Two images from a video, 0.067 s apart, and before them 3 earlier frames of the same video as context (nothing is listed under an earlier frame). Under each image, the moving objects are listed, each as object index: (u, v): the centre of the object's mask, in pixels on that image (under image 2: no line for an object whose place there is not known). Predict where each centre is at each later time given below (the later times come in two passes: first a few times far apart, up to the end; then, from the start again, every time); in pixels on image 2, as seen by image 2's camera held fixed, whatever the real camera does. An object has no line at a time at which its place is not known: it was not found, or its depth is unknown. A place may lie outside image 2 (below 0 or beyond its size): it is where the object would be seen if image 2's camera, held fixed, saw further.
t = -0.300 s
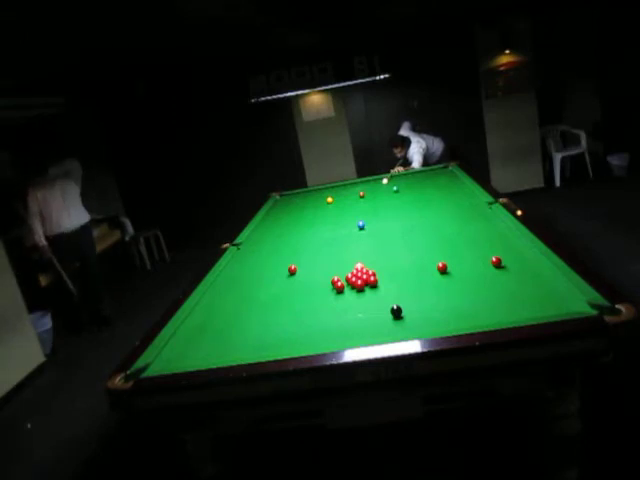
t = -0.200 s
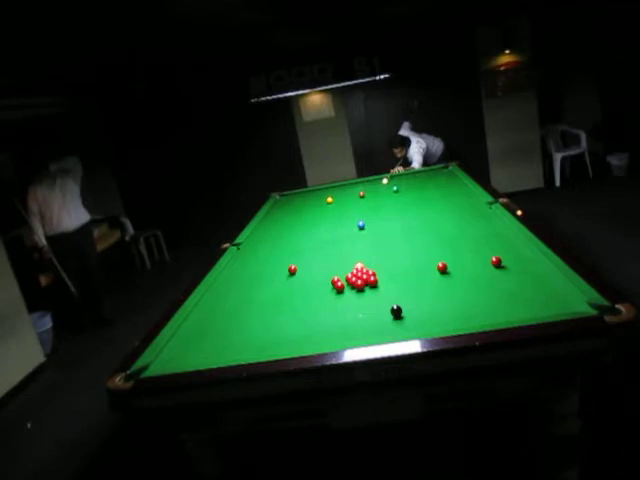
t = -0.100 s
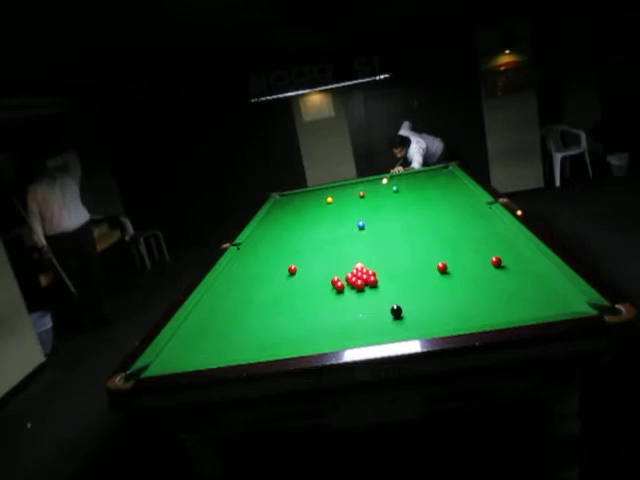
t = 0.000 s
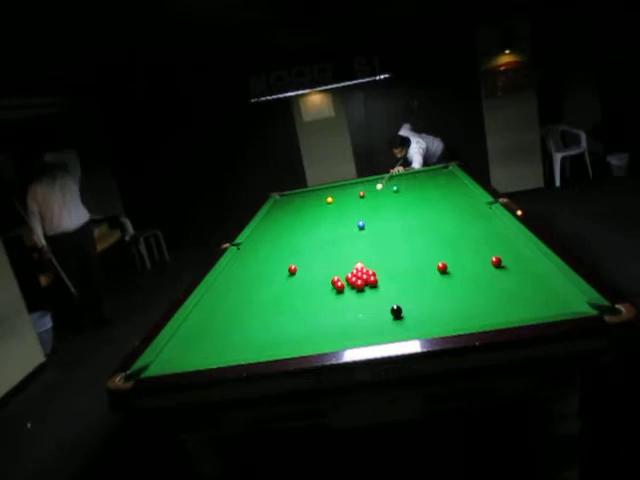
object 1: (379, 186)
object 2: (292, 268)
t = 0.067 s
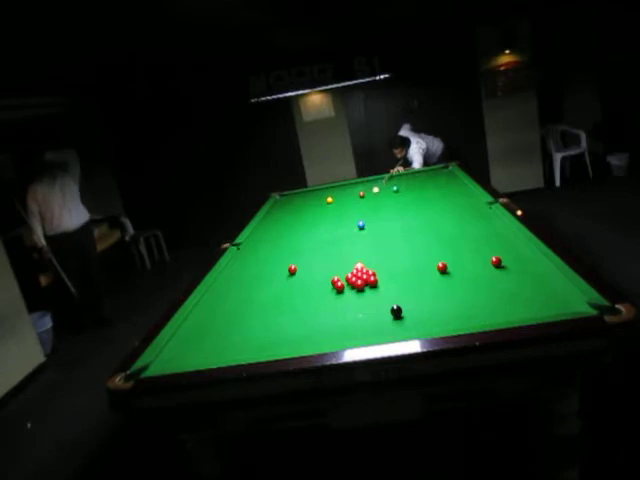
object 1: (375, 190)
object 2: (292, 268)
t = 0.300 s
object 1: (363, 202)
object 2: (292, 268)
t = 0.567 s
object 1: (346, 218)
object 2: (292, 268)
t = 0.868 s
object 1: (322, 241)
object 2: (292, 268)
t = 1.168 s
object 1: (298, 266)
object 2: (286, 273)
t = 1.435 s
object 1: (298, 273)
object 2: (253, 298)
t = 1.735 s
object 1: (297, 281)
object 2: (214, 327)
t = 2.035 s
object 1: (295, 291)
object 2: (167, 360)
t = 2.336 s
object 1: (293, 300)
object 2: (179, 355)
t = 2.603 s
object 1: (291, 308)
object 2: (216, 346)
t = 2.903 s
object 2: (254, 336)
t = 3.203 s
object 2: (284, 331)
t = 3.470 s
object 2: (299, 336)
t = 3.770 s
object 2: (314, 340)
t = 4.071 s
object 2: (328, 340)
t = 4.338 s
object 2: (337, 336)
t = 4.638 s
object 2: (346, 333)
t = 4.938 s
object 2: (353, 329)
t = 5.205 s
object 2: (358, 326)
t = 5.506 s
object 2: (362, 324)
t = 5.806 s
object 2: (364, 323)
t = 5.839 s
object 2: (364, 323)
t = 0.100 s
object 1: (374, 191)
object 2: (292, 268)
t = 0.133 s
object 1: (372, 193)
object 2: (292, 268)
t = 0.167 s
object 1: (371, 194)
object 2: (292, 268)
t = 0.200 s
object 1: (369, 196)
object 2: (292, 268)
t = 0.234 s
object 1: (367, 198)
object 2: (292, 268)
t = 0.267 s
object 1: (365, 200)
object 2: (292, 268)
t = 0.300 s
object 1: (363, 202)
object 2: (292, 268)
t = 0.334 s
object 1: (361, 204)
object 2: (292, 268)
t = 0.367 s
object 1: (359, 206)
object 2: (292, 268)
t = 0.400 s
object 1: (357, 207)
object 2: (292, 268)
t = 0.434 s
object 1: (355, 209)
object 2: (292, 268)
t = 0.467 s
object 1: (353, 212)
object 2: (292, 268)
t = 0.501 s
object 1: (350, 214)
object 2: (292, 268)
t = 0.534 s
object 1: (348, 216)
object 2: (292, 268)
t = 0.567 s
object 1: (346, 218)
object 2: (292, 268)
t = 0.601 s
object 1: (344, 221)
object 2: (292, 268)
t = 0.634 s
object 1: (341, 223)
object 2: (292, 268)
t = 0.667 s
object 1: (339, 225)
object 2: (292, 268)
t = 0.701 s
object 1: (336, 228)
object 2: (292, 268)
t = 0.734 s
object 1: (333, 230)
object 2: (292, 268)
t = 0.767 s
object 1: (331, 233)
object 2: (292, 268)
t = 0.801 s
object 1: (328, 236)
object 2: (292, 268)
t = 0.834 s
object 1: (325, 238)
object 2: (292, 268)
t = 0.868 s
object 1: (322, 241)
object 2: (292, 268)
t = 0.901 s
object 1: (319, 245)
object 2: (292, 268)
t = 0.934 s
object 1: (316, 247)
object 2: (292, 268)
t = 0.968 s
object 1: (313, 250)
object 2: (292, 268)
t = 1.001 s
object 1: (309, 254)
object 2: (292, 268)
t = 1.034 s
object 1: (306, 257)
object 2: (292, 268)
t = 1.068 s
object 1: (303, 260)
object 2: (292, 268)
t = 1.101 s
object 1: (299, 263)
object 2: (291, 269)
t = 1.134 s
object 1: (297, 266)
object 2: (290, 270)
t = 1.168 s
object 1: (298, 266)
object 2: (286, 273)
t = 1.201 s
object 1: (298, 267)
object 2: (281, 277)
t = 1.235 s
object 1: (299, 267)
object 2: (276, 280)
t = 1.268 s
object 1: (299, 268)
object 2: (272, 283)
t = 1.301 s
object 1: (299, 269)
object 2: (268, 286)
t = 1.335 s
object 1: (298, 270)
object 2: (265, 289)
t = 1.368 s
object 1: (298, 271)
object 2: (261, 292)
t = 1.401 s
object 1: (298, 272)
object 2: (257, 295)
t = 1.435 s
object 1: (298, 273)
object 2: (253, 298)
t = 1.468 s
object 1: (298, 274)
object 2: (249, 301)
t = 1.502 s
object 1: (298, 275)
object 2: (245, 304)
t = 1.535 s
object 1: (298, 275)
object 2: (241, 307)
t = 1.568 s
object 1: (297, 276)
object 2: (236, 310)
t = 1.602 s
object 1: (297, 277)
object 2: (232, 313)
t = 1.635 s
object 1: (297, 278)
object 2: (228, 317)
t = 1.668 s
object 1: (297, 279)
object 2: (223, 320)
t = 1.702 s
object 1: (297, 280)
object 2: (218, 323)
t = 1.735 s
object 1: (297, 281)
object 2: (214, 327)
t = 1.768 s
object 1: (296, 282)
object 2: (209, 331)
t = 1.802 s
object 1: (296, 283)
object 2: (204, 334)
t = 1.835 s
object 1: (296, 284)
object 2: (199, 337)
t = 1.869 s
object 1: (296, 285)
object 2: (194, 341)
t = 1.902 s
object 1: (295, 286)
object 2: (189, 345)
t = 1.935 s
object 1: (295, 287)
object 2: (184, 349)
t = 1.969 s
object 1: (295, 288)
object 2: (178, 353)
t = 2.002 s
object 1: (295, 289)
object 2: (173, 357)
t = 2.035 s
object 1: (295, 291)
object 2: (167, 360)
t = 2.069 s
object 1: (295, 292)
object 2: (162, 364)
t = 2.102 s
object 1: (294, 292)
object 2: (158, 364)
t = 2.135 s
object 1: (294, 294)
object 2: (156, 363)
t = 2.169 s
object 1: (294, 294)
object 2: (154, 362)
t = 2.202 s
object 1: (293, 296)
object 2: (159, 360)
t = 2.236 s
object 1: (293, 297)
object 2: (165, 359)
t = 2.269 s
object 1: (293, 298)
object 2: (170, 358)
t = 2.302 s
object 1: (293, 299)
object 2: (174, 357)
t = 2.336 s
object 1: (293, 300)
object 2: (179, 355)
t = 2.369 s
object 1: (293, 301)
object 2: (184, 354)
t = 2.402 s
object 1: (293, 302)
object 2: (189, 353)
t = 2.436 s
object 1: (292, 303)
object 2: (194, 352)
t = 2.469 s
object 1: (292, 304)
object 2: (198, 351)
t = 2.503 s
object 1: (292, 305)
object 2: (202, 349)
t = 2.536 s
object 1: (291, 306)
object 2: (207, 348)
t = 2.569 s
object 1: (291, 307)
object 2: (211, 347)
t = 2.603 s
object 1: (291, 308)
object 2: (216, 346)
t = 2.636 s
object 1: (291, 309)
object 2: (220, 345)
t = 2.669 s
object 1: (291, 310)
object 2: (225, 344)
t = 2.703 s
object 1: (291, 311)
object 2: (229, 343)
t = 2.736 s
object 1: (290, 312)
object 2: (234, 342)
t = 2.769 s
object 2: (238, 341)
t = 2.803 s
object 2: (242, 339)
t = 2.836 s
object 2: (246, 338)
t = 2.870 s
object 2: (250, 337)
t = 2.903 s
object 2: (254, 336)
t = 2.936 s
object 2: (258, 335)
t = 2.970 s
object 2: (262, 334)
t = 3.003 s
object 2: (266, 333)
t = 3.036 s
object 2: (270, 332)
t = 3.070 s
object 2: (274, 331)
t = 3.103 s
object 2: (278, 330)
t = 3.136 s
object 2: (281, 330)
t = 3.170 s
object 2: (283, 330)
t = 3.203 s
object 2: (284, 331)
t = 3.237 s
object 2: (286, 331)
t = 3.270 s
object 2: (288, 332)
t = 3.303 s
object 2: (290, 333)
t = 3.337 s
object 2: (291, 333)
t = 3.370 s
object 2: (293, 334)
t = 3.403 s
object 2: (295, 335)
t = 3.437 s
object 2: (297, 336)
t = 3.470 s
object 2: (299, 336)
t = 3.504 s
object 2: (300, 337)
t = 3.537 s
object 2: (302, 337)
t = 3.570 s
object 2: (303, 337)
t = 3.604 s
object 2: (305, 338)
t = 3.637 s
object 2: (307, 338)
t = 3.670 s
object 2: (309, 338)
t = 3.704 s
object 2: (311, 339)
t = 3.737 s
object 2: (312, 339)
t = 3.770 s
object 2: (314, 340)
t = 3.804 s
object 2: (316, 340)
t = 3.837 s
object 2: (317, 340)
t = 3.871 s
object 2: (319, 340)
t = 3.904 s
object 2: (320, 341)
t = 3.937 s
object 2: (322, 341)
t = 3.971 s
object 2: (324, 341)
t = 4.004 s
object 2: (325, 341)
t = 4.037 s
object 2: (326, 340)
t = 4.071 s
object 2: (328, 340)
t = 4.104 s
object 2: (329, 339)
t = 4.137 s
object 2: (330, 339)
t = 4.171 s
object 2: (331, 339)
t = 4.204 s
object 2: (332, 338)
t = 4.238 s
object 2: (333, 338)
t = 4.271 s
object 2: (335, 337)
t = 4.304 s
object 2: (336, 337)
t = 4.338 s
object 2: (337, 336)
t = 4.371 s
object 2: (338, 336)
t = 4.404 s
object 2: (339, 335)
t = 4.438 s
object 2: (340, 335)
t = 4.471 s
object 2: (341, 334)
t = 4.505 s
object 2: (342, 334)
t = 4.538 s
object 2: (344, 334)
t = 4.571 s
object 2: (344, 333)
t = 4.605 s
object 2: (345, 333)
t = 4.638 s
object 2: (346, 333)
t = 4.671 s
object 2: (347, 332)
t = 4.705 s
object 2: (348, 332)
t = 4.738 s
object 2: (349, 331)
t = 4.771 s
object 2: (350, 331)
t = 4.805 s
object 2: (350, 331)
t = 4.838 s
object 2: (351, 330)
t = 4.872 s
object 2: (352, 330)
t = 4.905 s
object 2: (353, 329)
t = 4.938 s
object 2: (353, 329)
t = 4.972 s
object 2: (354, 328)
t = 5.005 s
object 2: (355, 328)
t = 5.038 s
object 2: (356, 328)
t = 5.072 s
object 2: (356, 327)
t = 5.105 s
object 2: (356, 327)
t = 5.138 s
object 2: (357, 327)
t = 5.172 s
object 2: (358, 326)
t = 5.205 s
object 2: (358, 326)
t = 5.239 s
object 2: (359, 326)
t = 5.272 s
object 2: (359, 326)
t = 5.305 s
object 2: (359, 325)
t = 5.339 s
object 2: (360, 325)
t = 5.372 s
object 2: (360, 325)
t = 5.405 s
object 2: (361, 324)
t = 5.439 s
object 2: (361, 324)
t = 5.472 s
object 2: (362, 324)
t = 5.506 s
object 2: (362, 324)
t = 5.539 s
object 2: (362, 324)
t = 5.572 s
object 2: (362, 324)
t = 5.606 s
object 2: (363, 323)
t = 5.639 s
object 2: (363, 323)
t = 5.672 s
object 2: (363, 323)
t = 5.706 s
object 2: (364, 323)
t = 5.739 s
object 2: (364, 323)
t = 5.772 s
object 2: (364, 322)
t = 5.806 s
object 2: (364, 323)
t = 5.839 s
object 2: (364, 323)
